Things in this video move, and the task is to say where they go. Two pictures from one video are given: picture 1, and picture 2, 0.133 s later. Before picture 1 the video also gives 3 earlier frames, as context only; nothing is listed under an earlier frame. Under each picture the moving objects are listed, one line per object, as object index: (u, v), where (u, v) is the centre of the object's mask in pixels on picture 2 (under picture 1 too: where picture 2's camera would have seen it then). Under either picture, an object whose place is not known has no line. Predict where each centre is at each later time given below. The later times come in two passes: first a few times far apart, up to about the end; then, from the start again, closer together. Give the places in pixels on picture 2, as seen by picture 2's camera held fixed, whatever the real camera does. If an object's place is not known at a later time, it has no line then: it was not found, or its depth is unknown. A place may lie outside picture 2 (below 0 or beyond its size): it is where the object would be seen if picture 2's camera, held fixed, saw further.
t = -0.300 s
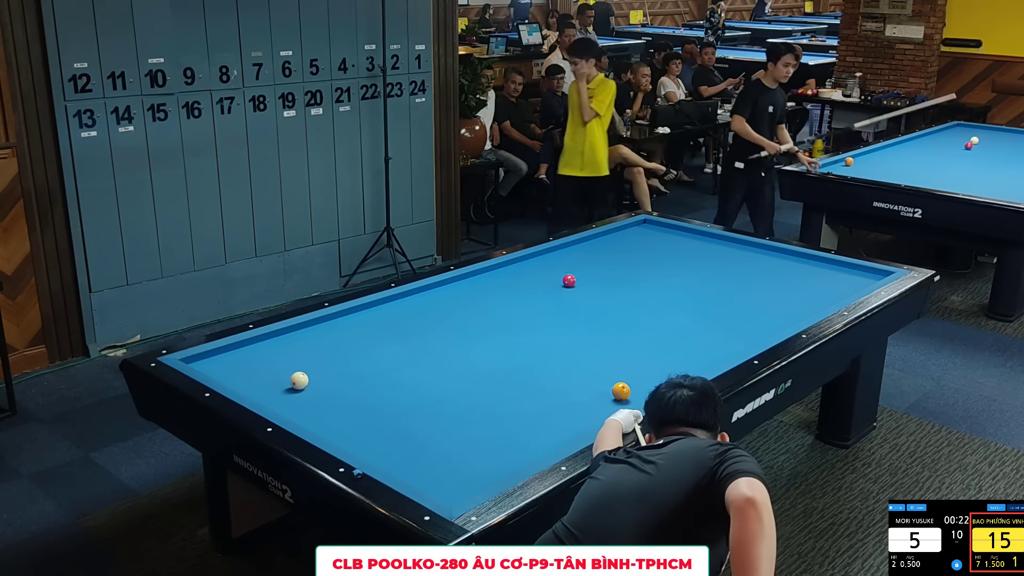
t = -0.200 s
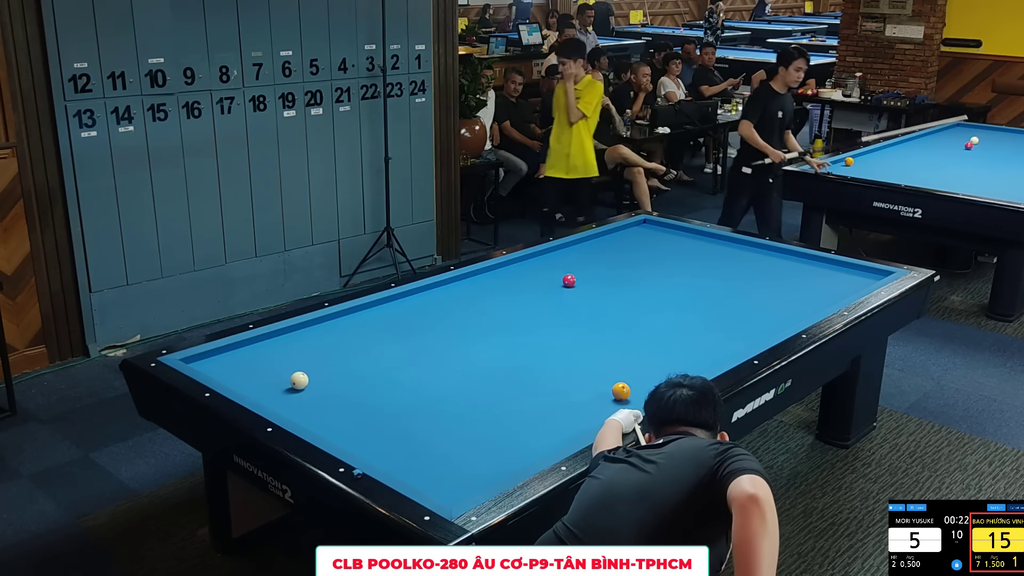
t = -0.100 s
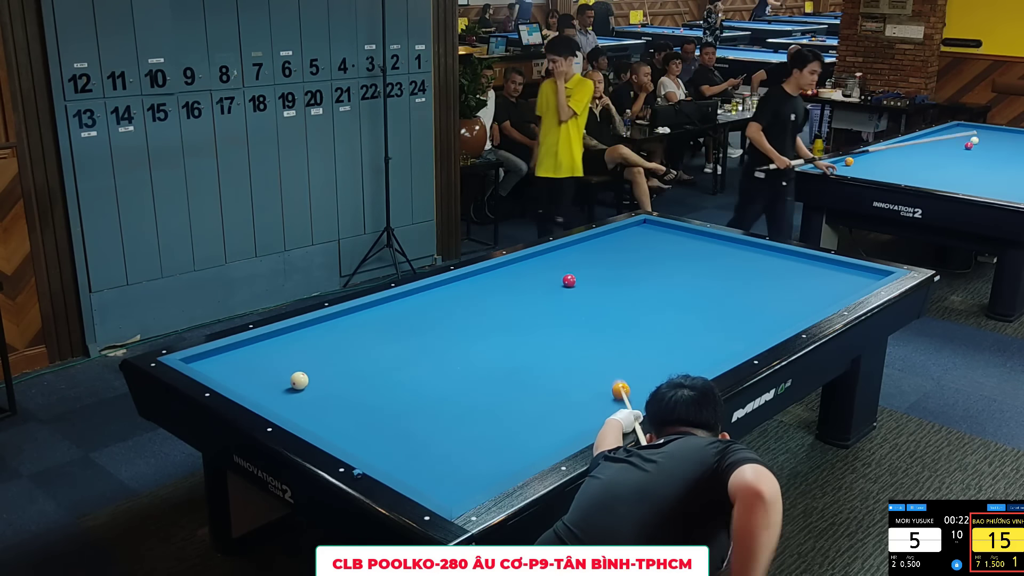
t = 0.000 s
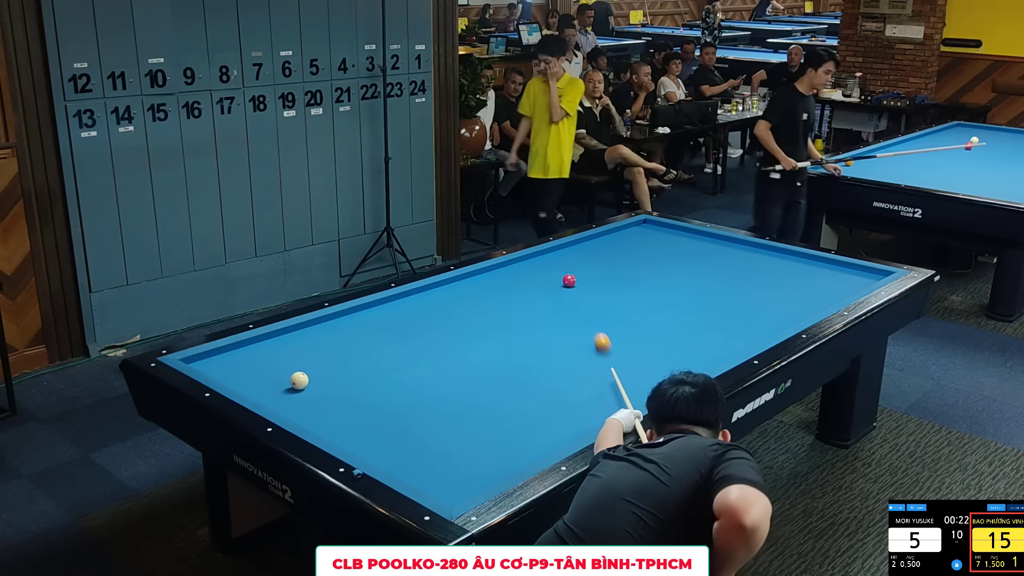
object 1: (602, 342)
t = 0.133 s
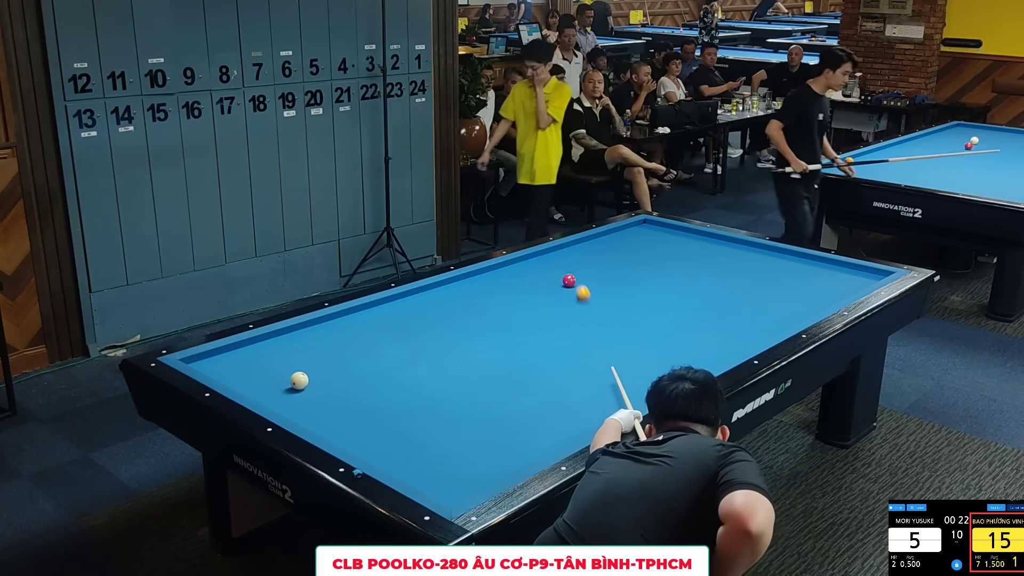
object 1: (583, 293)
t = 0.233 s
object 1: (604, 275)
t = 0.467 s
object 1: (673, 246)
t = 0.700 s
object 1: (662, 239)
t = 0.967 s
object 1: (576, 255)
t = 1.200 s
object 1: (503, 265)
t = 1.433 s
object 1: (472, 283)
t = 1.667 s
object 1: (434, 303)
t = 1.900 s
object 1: (392, 325)
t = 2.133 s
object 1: (343, 350)
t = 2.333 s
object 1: (296, 370)
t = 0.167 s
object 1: (580, 283)
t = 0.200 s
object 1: (592, 279)
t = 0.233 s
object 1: (604, 275)
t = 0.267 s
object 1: (615, 270)
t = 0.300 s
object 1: (627, 266)
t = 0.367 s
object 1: (647, 258)
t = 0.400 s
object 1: (656, 254)
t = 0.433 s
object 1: (665, 250)
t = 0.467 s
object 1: (673, 246)
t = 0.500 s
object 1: (680, 242)
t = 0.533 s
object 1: (688, 238)
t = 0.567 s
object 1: (694, 234)
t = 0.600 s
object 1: (694, 232)
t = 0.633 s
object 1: (684, 234)
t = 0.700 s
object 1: (662, 239)
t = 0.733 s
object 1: (651, 241)
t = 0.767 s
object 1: (640, 243)
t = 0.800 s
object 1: (629, 245)
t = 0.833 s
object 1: (619, 247)
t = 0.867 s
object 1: (608, 249)
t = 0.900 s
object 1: (597, 251)
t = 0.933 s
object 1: (586, 253)
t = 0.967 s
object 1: (576, 255)
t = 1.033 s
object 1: (555, 258)
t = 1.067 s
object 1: (544, 260)
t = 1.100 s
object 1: (534, 261)
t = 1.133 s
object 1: (524, 262)
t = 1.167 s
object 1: (513, 263)
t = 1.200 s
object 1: (503, 265)
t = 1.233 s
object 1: (499, 267)
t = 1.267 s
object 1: (495, 270)
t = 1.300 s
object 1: (491, 273)
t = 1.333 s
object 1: (487, 275)
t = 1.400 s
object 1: (477, 280)
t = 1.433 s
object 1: (472, 283)
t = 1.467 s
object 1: (467, 286)
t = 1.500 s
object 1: (461, 289)
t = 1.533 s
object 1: (456, 291)
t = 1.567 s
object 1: (451, 294)
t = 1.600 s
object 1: (445, 297)
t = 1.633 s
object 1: (440, 300)
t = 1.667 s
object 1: (434, 303)
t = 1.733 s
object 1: (423, 309)
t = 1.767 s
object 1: (417, 312)
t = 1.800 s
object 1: (410, 315)
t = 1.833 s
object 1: (404, 318)
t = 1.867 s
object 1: (398, 322)
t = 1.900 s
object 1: (392, 325)
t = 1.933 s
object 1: (385, 329)
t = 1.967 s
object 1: (379, 332)
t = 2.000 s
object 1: (372, 335)
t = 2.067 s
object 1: (358, 343)
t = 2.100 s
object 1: (351, 346)
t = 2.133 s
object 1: (343, 350)
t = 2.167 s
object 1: (336, 354)
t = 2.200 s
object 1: (328, 358)
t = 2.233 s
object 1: (321, 362)
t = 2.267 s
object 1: (313, 366)
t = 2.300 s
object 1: (306, 368)
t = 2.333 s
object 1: (296, 370)
